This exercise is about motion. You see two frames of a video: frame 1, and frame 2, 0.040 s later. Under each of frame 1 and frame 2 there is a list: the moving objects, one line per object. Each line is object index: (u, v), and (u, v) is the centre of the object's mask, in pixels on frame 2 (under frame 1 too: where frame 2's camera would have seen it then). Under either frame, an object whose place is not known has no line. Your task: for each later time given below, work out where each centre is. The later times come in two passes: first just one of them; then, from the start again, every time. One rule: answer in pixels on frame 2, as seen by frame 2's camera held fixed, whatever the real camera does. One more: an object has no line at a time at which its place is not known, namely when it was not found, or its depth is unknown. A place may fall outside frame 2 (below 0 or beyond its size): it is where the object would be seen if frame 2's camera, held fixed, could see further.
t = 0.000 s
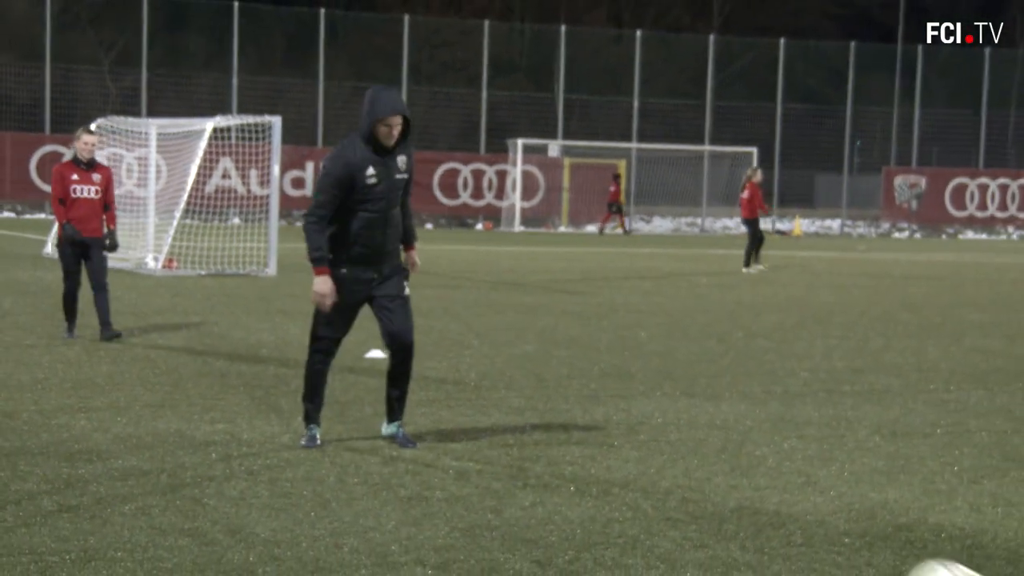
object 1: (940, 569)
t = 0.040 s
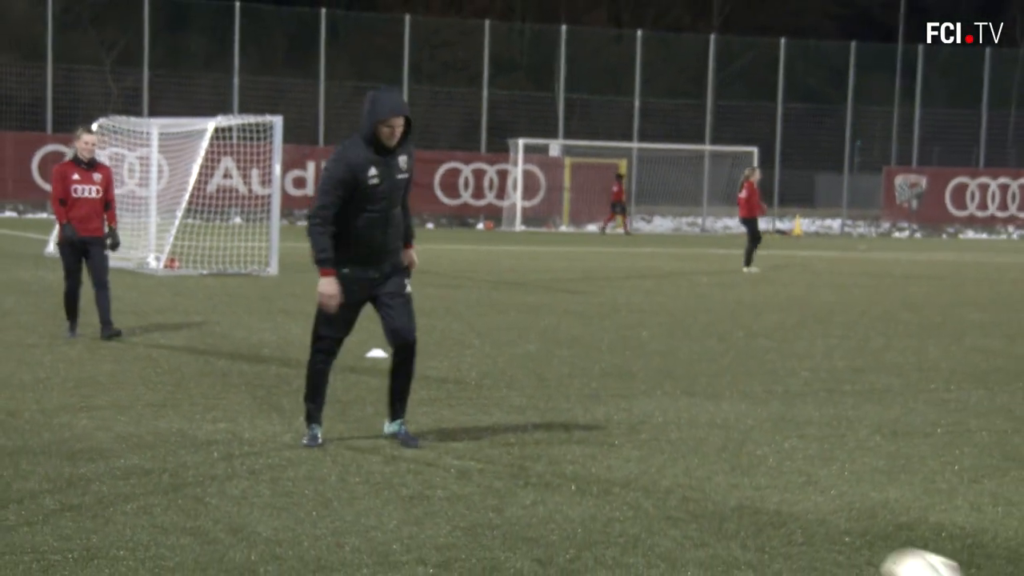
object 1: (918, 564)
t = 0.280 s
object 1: (794, 538)
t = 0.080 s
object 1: (896, 562)
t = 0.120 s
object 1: (872, 559)
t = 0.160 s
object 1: (851, 555)
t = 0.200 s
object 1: (832, 550)
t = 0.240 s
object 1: (813, 546)
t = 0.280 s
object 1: (794, 538)
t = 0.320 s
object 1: (777, 532)
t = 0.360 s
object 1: (761, 526)
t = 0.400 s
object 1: (747, 522)
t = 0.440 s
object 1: (732, 516)
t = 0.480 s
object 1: (719, 510)
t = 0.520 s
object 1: (705, 506)
